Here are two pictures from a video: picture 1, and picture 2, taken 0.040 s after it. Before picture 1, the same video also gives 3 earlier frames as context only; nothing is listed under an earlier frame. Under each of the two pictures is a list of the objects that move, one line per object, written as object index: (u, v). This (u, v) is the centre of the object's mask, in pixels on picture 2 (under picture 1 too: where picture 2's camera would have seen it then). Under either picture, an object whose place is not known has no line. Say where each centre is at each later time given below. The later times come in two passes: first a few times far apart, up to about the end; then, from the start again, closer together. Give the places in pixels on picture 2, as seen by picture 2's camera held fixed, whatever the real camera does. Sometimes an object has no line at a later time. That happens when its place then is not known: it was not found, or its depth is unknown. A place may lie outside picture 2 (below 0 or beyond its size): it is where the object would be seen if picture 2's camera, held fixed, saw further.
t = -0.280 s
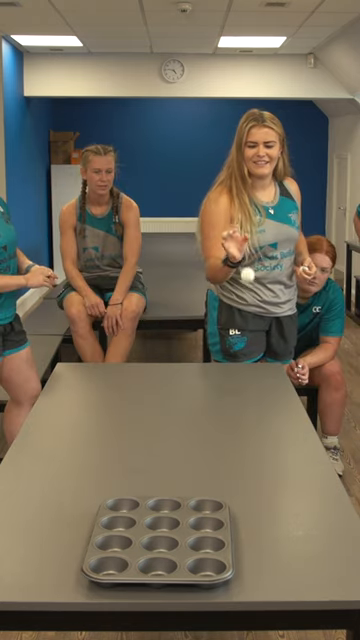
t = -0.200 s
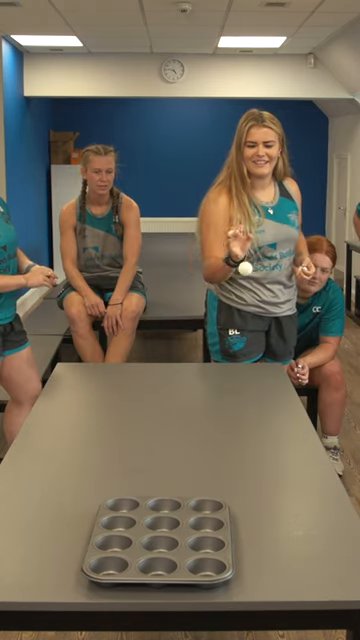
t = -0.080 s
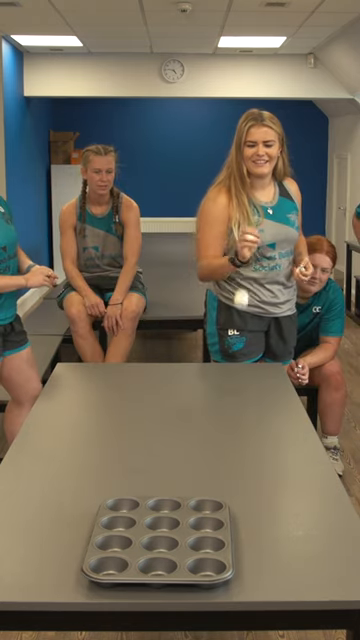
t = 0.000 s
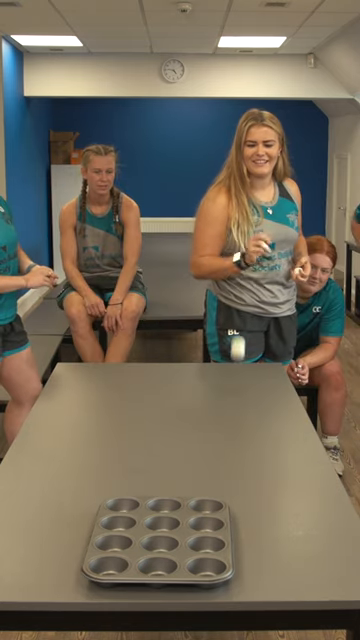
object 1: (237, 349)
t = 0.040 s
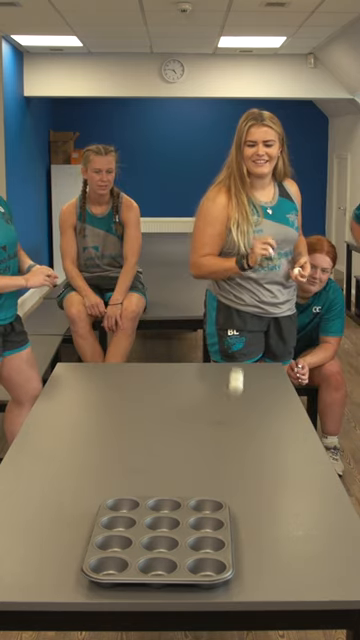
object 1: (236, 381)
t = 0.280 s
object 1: (230, 320)
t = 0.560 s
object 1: (221, 433)
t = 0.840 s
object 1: (209, 368)
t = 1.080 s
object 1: (198, 448)
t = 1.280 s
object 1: (188, 416)
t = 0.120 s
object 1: (234, 385)
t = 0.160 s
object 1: (233, 362)
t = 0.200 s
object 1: (232, 343)
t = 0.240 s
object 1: (231, 328)
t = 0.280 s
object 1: (230, 320)
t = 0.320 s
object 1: (229, 318)
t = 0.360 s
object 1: (228, 321)
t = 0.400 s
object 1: (227, 331)
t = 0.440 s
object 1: (225, 348)
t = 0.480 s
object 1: (224, 370)
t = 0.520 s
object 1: (223, 398)
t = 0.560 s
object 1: (221, 433)
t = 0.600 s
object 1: (219, 434)
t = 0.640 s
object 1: (218, 409)
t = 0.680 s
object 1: (217, 388)
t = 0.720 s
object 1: (215, 374)
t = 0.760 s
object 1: (213, 366)
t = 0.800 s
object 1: (211, 364)
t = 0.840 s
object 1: (209, 368)
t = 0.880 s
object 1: (208, 380)
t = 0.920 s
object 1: (206, 398)
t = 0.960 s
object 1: (203, 424)
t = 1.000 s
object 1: (201, 456)
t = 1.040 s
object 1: (200, 474)
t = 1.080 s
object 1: (198, 448)
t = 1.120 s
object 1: (196, 428)
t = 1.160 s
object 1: (194, 415)
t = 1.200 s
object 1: (192, 409)
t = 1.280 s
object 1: (188, 416)
